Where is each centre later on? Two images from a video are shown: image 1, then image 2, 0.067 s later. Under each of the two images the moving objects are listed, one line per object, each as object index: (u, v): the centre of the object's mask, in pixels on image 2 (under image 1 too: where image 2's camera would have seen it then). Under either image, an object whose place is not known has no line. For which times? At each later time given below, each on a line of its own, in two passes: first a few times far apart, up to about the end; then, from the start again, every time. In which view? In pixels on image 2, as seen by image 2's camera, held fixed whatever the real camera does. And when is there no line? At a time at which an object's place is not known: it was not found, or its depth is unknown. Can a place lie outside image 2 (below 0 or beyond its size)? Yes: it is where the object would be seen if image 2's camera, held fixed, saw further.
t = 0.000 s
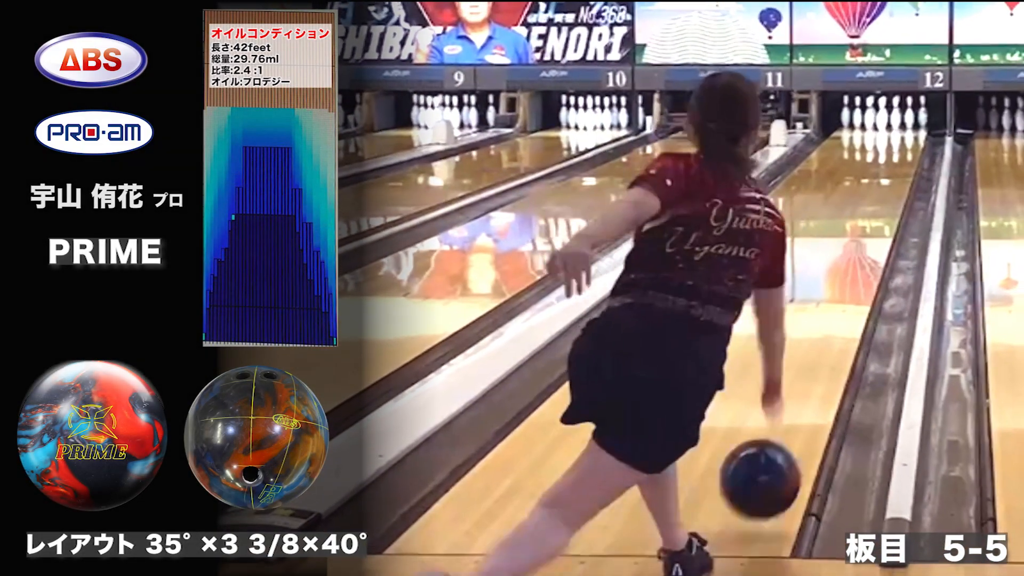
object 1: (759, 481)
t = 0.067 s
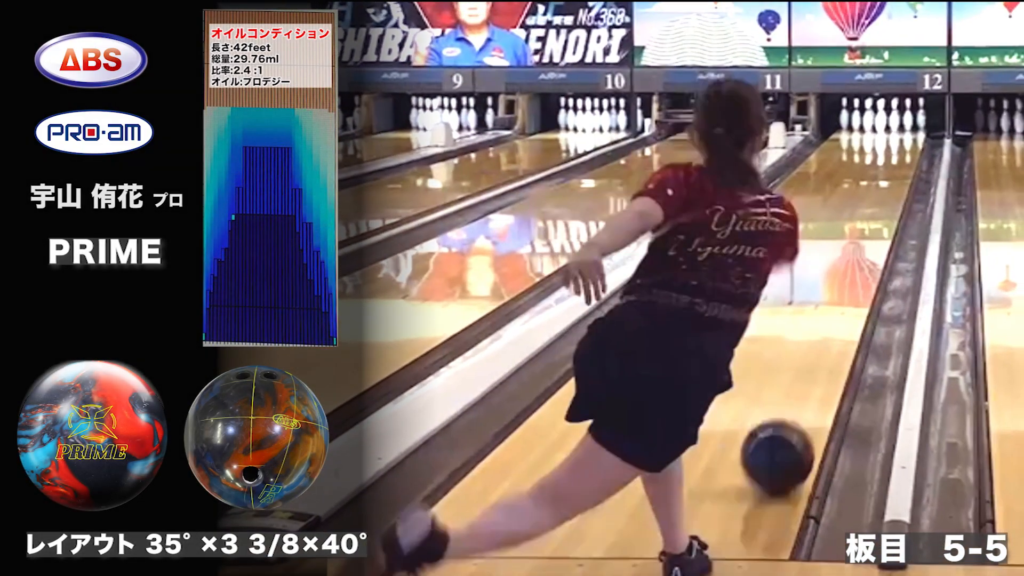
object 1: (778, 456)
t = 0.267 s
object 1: (816, 365)
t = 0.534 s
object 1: (847, 289)
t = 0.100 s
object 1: (785, 438)
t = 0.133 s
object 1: (793, 421)
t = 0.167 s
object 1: (799, 405)
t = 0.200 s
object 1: (805, 391)
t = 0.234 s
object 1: (811, 377)
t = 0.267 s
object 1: (816, 365)
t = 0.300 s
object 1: (821, 353)
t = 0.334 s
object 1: (825, 342)
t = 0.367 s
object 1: (830, 332)
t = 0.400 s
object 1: (834, 323)
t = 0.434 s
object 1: (837, 314)
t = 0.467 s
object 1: (841, 305)
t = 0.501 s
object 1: (844, 297)
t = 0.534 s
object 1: (847, 289)
